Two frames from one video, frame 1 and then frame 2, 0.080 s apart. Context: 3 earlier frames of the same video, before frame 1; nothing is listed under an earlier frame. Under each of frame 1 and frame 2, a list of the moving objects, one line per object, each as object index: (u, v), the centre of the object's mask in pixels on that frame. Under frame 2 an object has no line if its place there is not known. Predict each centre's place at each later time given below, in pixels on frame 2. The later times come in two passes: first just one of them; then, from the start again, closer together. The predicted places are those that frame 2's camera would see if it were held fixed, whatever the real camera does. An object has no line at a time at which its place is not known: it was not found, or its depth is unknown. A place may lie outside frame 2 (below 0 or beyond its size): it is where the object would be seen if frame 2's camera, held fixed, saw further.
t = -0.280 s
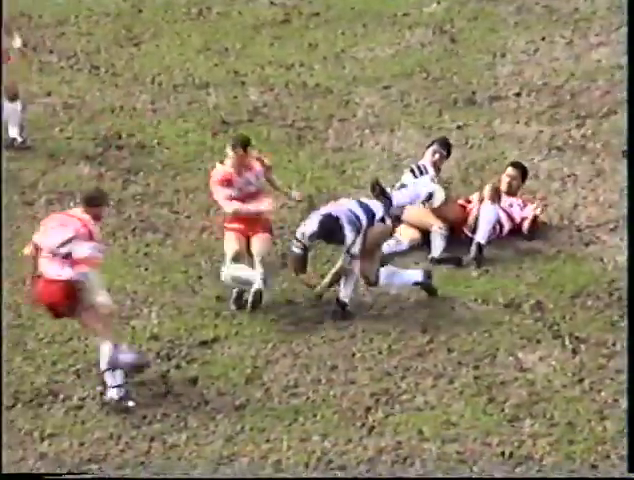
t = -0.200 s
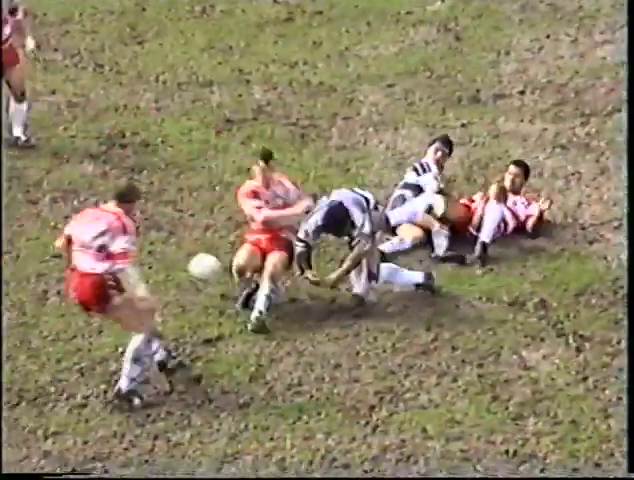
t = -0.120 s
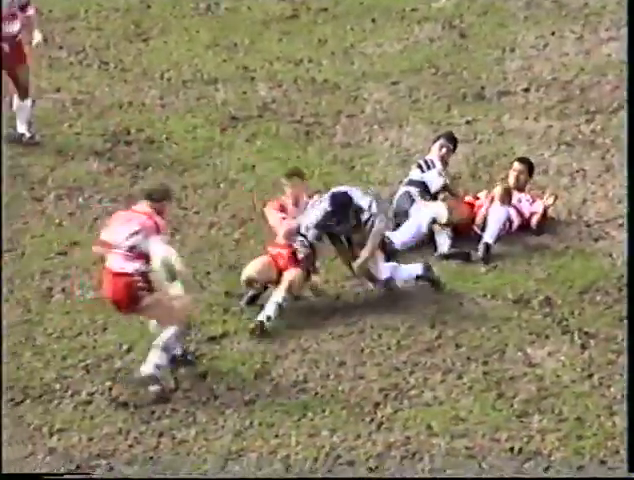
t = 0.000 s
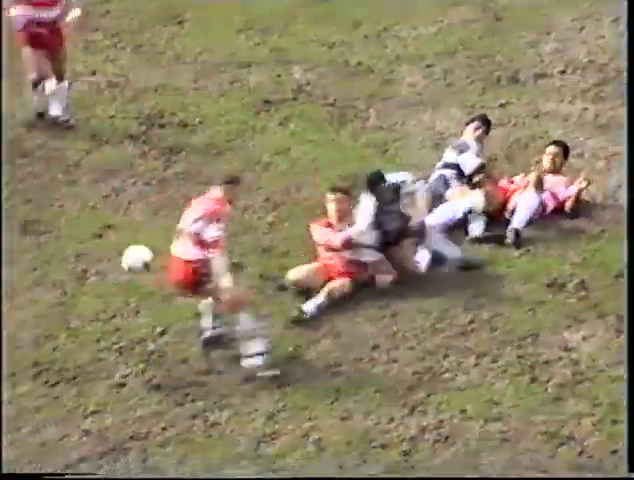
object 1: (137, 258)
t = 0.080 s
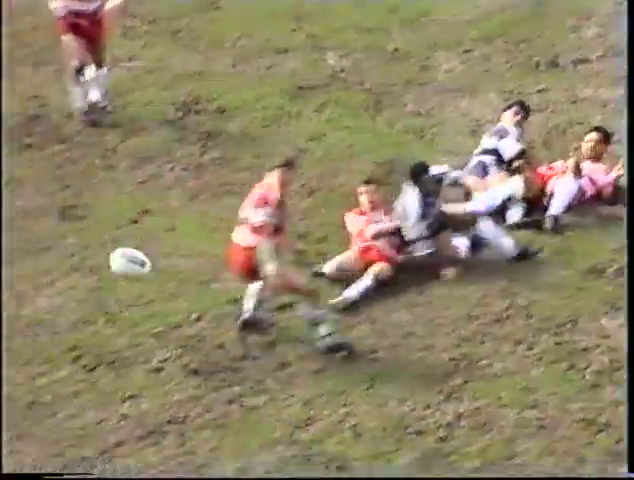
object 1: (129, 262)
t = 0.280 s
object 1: (9, 351)
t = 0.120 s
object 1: (106, 275)
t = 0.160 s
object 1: (82, 291)
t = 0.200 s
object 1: (58, 311)
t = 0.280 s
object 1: (9, 351)
